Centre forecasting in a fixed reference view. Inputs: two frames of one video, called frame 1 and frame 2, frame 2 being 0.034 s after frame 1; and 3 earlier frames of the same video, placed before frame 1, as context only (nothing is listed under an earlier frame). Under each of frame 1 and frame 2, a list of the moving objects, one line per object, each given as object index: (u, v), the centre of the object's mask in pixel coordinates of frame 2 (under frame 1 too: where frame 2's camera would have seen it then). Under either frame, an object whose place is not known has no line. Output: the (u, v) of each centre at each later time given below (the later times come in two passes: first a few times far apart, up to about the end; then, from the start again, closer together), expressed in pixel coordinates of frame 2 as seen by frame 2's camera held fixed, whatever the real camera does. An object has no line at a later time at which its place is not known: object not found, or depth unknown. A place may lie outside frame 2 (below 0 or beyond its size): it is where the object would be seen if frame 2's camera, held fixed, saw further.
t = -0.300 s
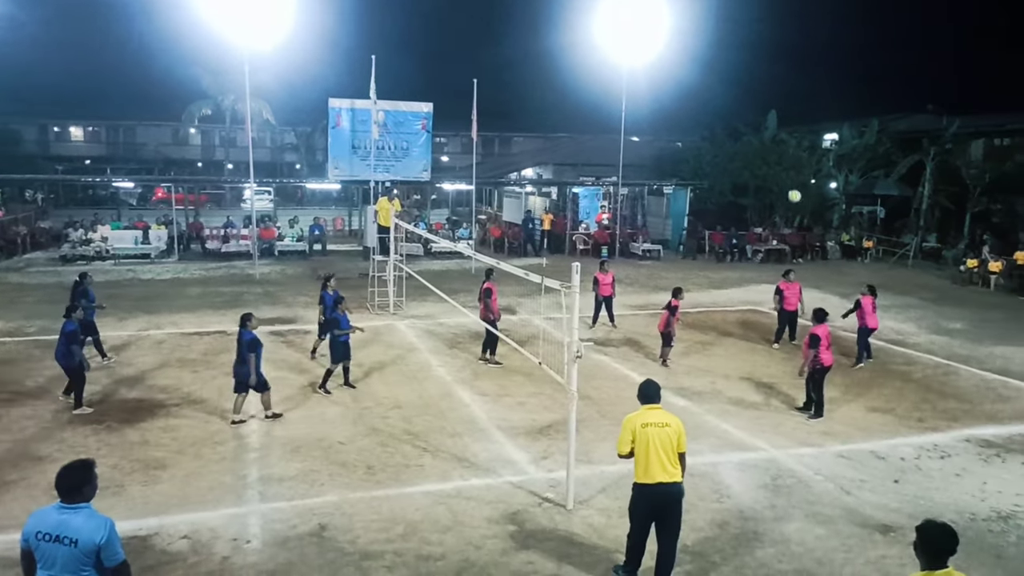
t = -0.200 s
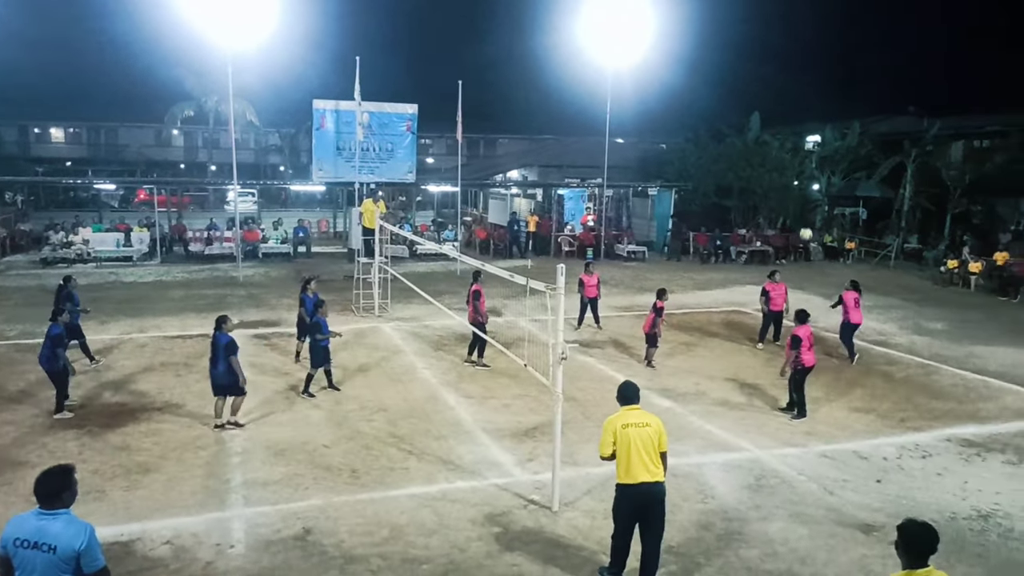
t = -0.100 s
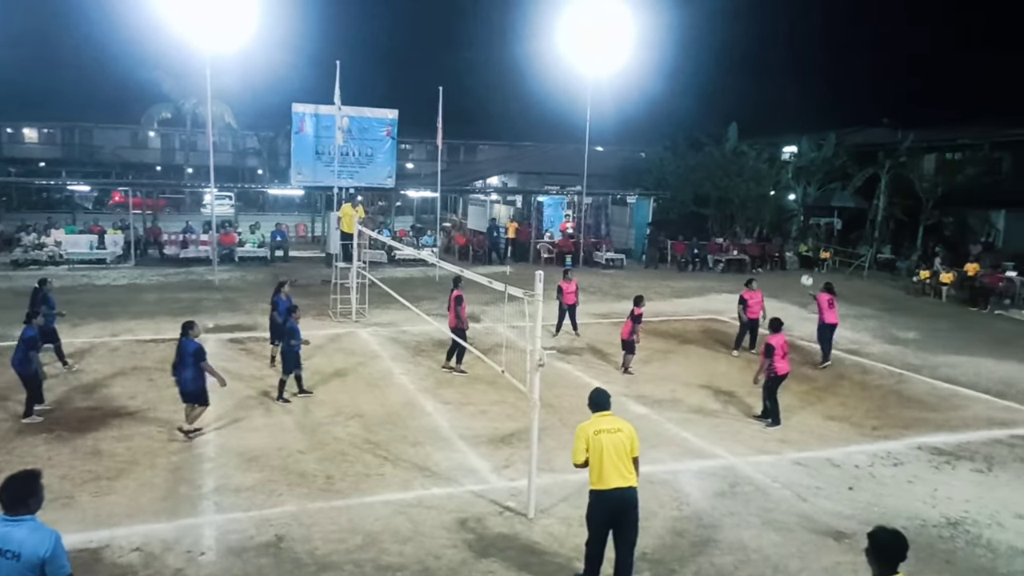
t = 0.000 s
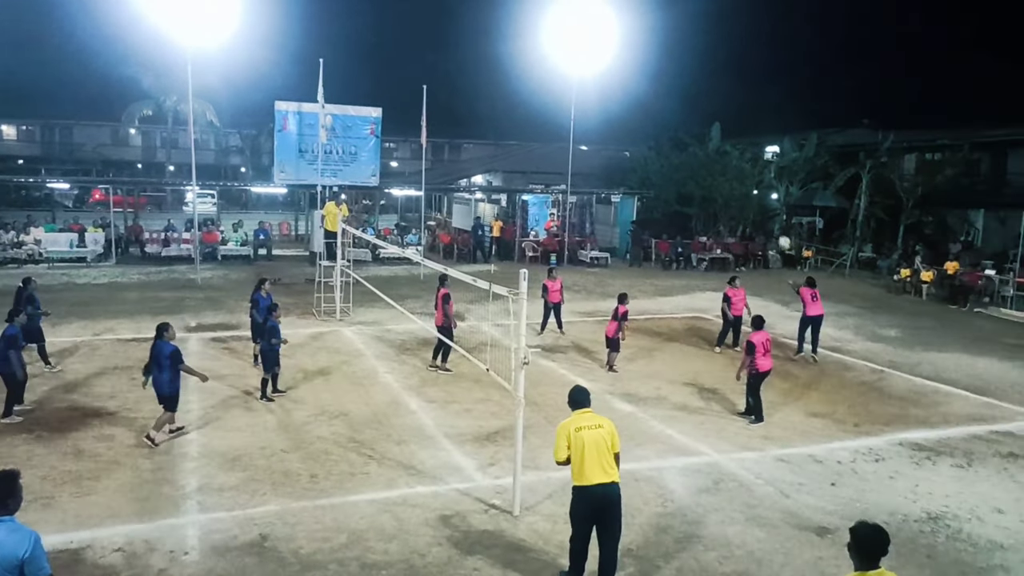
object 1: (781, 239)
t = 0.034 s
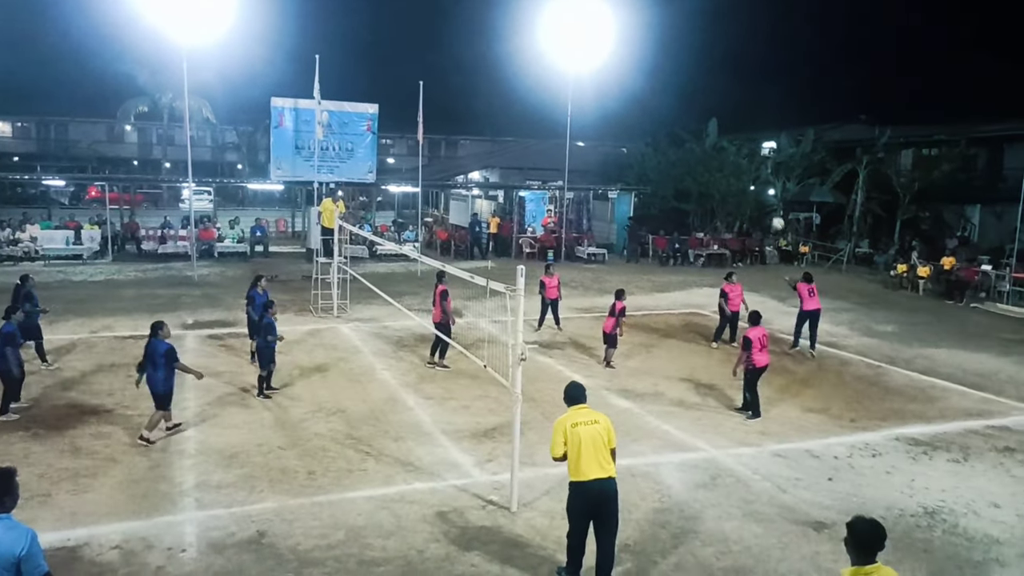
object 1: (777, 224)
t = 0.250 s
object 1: (755, 141)
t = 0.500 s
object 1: (727, 77)
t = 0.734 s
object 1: (701, 48)
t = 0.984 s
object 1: (671, 48)
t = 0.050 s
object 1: (776, 216)
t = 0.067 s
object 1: (775, 209)
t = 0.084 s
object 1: (773, 202)
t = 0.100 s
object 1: (771, 196)
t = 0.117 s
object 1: (769, 189)
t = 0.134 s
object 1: (768, 182)
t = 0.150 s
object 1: (766, 176)
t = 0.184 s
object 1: (762, 164)
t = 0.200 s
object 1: (761, 158)
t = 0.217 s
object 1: (759, 152)
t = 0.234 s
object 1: (756, 147)
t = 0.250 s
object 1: (755, 141)
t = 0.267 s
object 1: (753, 136)
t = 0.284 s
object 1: (751, 130)
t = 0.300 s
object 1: (749, 126)
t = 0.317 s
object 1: (748, 121)
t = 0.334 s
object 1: (746, 116)
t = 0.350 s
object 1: (744, 111)
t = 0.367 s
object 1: (743, 107)
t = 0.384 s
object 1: (740, 102)
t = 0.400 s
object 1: (739, 98)
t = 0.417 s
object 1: (737, 94)
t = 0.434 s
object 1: (735, 91)
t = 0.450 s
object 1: (733, 87)
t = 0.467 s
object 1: (731, 84)
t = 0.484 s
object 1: (729, 81)
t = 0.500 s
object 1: (727, 77)
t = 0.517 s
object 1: (724, 74)
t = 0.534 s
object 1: (723, 71)
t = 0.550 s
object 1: (721, 68)
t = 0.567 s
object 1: (720, 66)
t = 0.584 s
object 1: (718, 63)
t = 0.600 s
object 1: (717, 61)
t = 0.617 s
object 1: (715, 59)
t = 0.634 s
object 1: (713, 57)
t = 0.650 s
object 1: (712, 55)
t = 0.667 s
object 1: (709, 53)
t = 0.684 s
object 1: (707, 52)
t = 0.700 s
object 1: (705, 50)
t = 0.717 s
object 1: (703, 49)
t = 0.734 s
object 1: (701, 48)
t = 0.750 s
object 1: (699, 47)
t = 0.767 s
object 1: (697, 46)
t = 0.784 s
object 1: (695, 45)
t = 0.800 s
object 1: (693, 45)
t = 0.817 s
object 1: (691, 44)
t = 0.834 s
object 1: (689, 44)
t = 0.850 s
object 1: (687, 44)
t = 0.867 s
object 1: (685, 44)
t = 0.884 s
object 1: (683, 44)
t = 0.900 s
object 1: (681, 44)
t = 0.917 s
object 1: (679, 45)
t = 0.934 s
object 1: (677, 46)
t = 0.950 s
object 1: (675, 46)
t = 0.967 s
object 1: (673, 47)
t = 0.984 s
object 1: (671, 48)
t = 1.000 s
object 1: (669, 50)
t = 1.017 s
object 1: (667, 51)
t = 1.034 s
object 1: (665, 52)
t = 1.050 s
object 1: (663, 54)
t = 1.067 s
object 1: (661, 56)
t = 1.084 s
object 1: (659, 58)
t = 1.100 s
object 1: (657, 60)
